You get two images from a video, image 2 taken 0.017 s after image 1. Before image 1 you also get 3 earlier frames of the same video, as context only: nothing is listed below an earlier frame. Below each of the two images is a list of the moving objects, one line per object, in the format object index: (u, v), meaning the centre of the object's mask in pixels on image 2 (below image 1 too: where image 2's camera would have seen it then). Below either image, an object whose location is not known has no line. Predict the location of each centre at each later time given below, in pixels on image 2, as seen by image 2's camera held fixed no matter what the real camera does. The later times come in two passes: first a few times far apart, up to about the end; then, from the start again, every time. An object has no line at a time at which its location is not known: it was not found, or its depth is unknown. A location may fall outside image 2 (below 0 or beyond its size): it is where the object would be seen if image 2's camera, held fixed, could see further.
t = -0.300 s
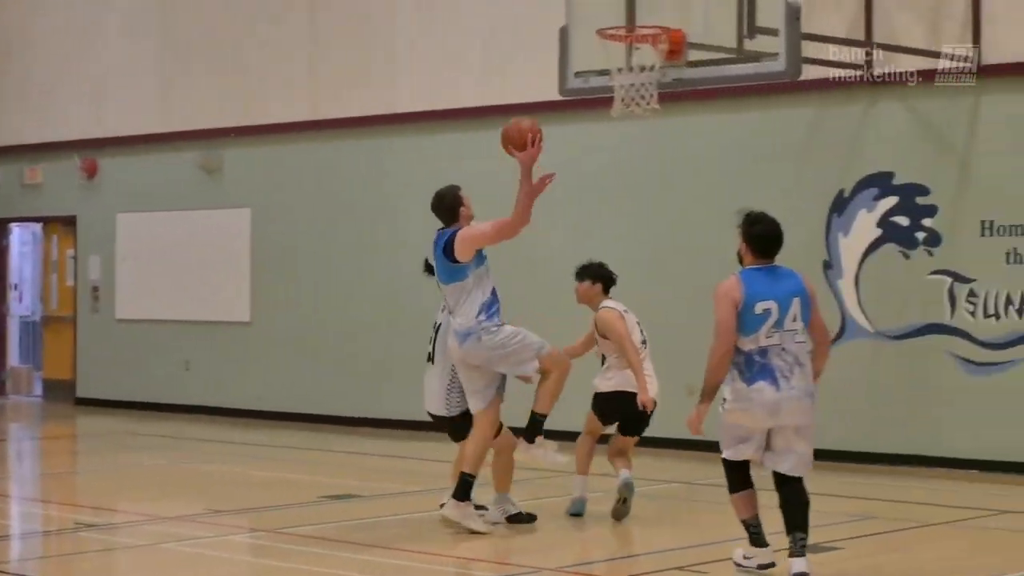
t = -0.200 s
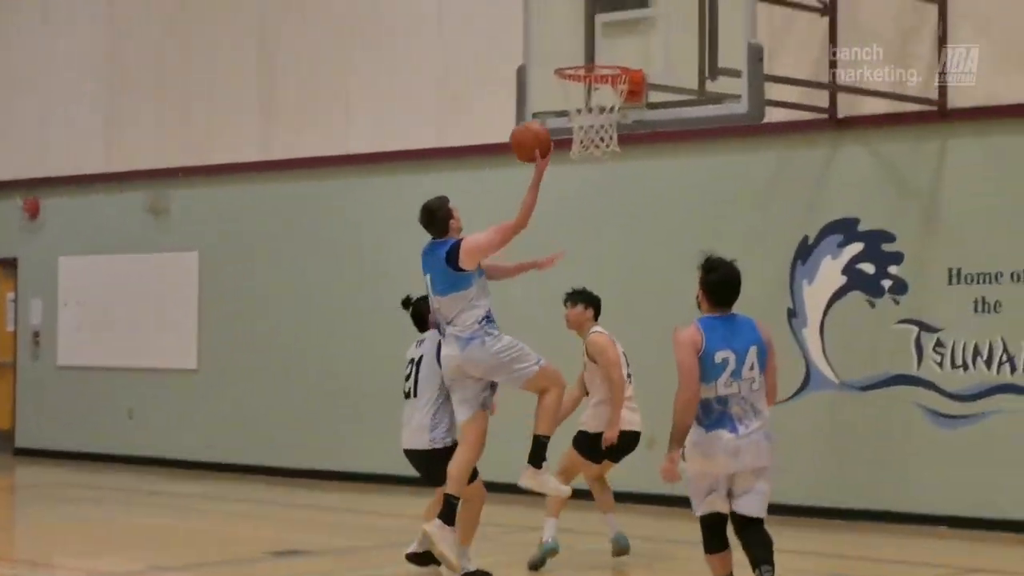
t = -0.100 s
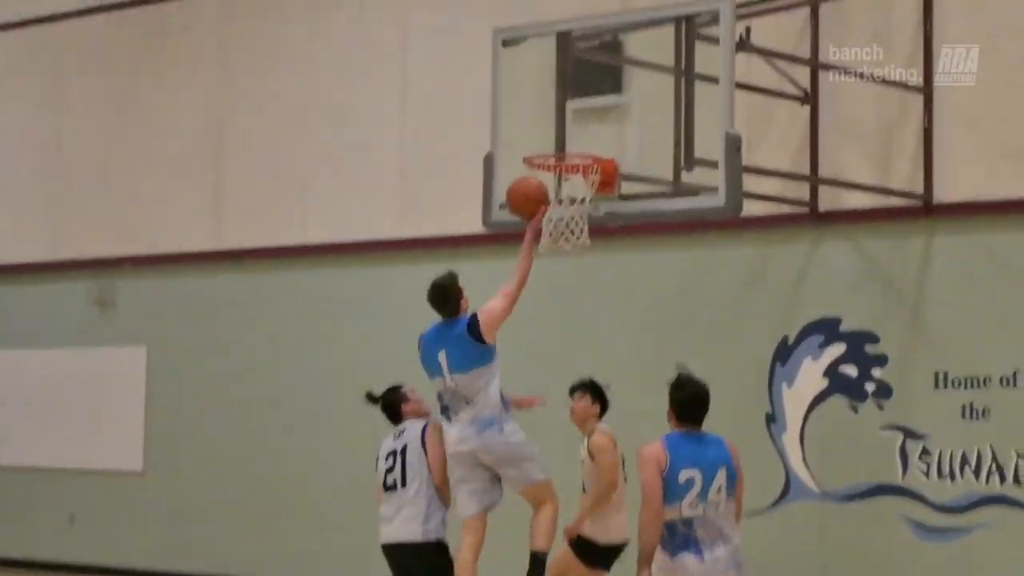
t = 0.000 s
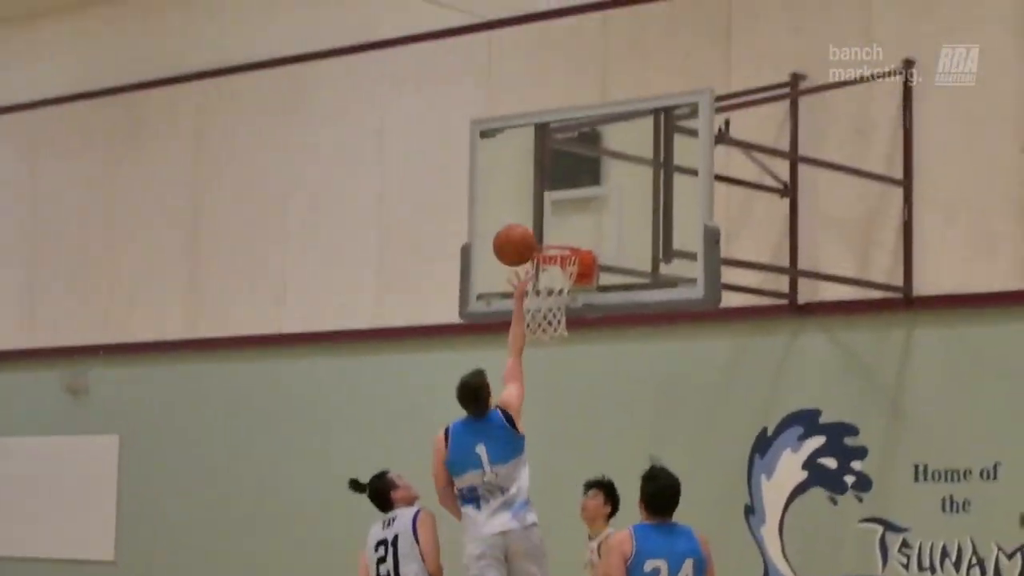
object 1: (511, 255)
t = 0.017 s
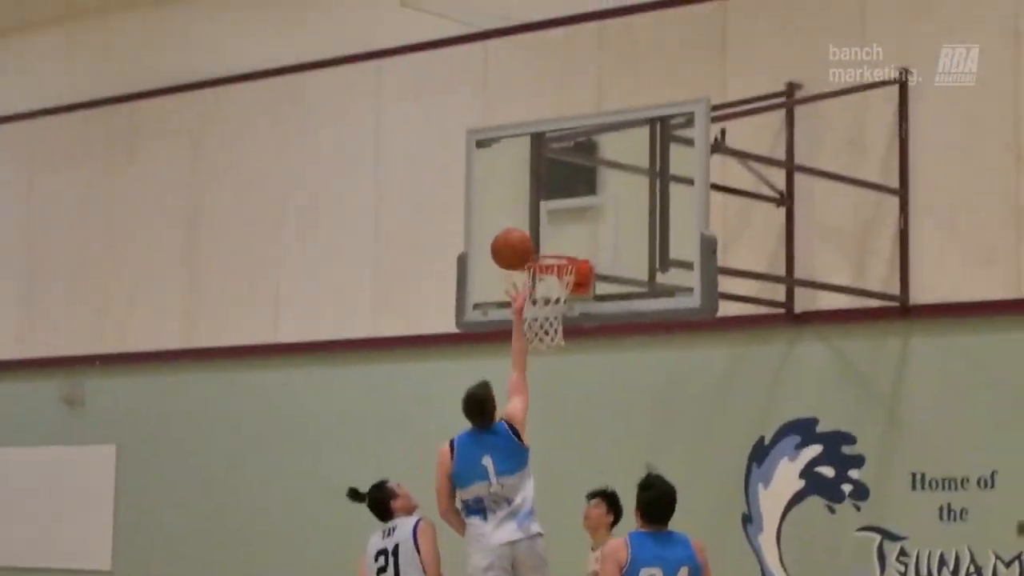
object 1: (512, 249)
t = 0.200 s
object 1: (524, 217)
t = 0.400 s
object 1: (536, 243)
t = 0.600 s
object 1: (546, 311)
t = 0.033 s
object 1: (513, 243)
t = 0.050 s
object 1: (514, 238)
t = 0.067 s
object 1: (515, 233)
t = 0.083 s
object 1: (516, 229)
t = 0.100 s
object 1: (518, 226)
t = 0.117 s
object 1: (519, 223)
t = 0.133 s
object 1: (520, 221)
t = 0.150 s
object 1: (521, 220)
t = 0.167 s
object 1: (522, 219)
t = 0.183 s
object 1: (523, 218)
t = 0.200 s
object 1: (524, 217)
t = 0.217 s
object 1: (525, 218)
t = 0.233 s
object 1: (526, 219)
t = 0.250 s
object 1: (527, 220)
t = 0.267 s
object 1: (528, 221)
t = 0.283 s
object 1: (529, 223)
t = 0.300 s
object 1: (530, 226)
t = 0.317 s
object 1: (531, 229)
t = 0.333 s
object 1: (532, 232)
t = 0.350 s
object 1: (533, 235)
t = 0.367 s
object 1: (534, 238)
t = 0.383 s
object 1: (535, 241)
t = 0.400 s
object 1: (536, 243)
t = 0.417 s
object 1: (537, 257)
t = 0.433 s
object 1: (538, 263)
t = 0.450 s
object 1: (539, 270)
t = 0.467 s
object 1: (540, 276)
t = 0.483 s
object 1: (541, 281)
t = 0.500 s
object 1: (541, 286)
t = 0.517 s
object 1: (542, 292)
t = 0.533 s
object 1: (542, 298)
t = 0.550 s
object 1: (543, 303)
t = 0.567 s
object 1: (544, 306)
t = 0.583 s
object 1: (543, 310)
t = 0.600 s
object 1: (546, 311)
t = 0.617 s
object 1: (546, 322)
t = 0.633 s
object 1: (549, 333)
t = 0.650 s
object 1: (547, 345)
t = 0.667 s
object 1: (547, 347)
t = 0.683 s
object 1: (547, 350)
